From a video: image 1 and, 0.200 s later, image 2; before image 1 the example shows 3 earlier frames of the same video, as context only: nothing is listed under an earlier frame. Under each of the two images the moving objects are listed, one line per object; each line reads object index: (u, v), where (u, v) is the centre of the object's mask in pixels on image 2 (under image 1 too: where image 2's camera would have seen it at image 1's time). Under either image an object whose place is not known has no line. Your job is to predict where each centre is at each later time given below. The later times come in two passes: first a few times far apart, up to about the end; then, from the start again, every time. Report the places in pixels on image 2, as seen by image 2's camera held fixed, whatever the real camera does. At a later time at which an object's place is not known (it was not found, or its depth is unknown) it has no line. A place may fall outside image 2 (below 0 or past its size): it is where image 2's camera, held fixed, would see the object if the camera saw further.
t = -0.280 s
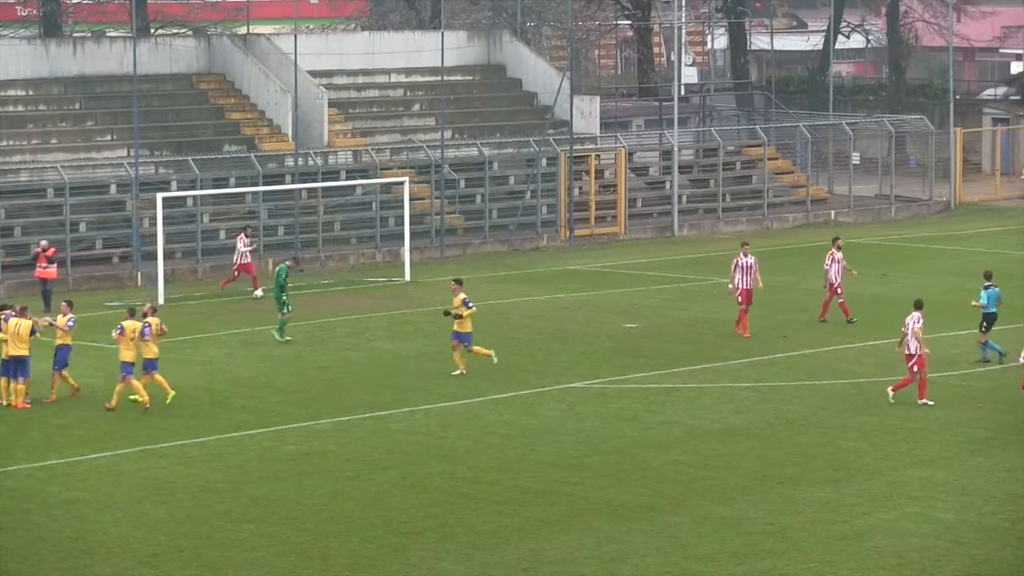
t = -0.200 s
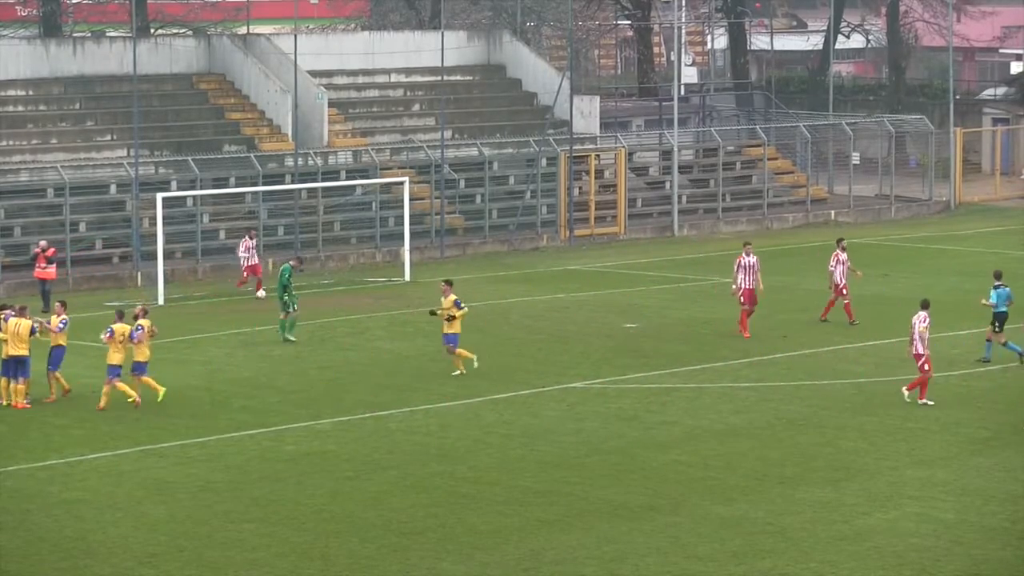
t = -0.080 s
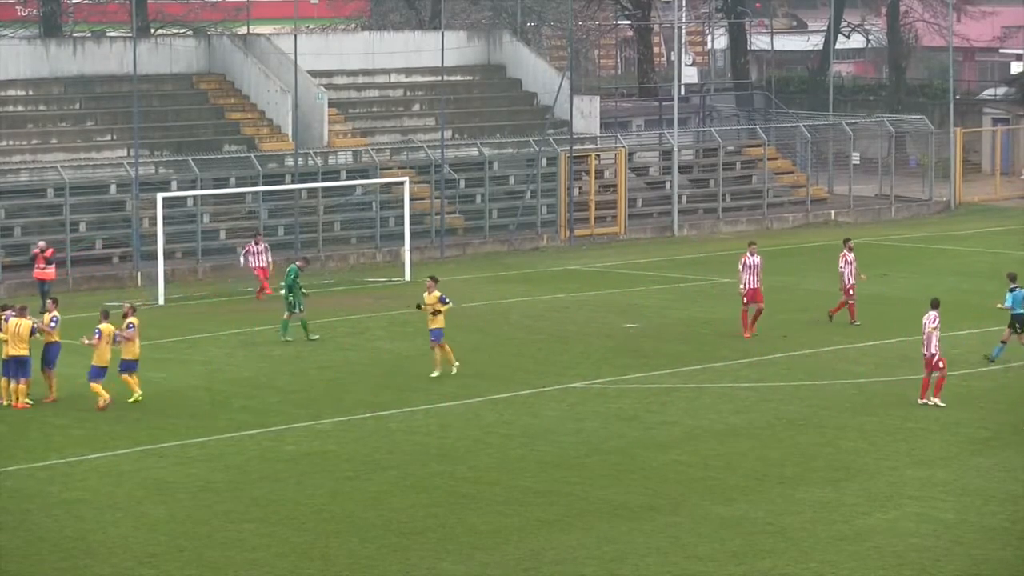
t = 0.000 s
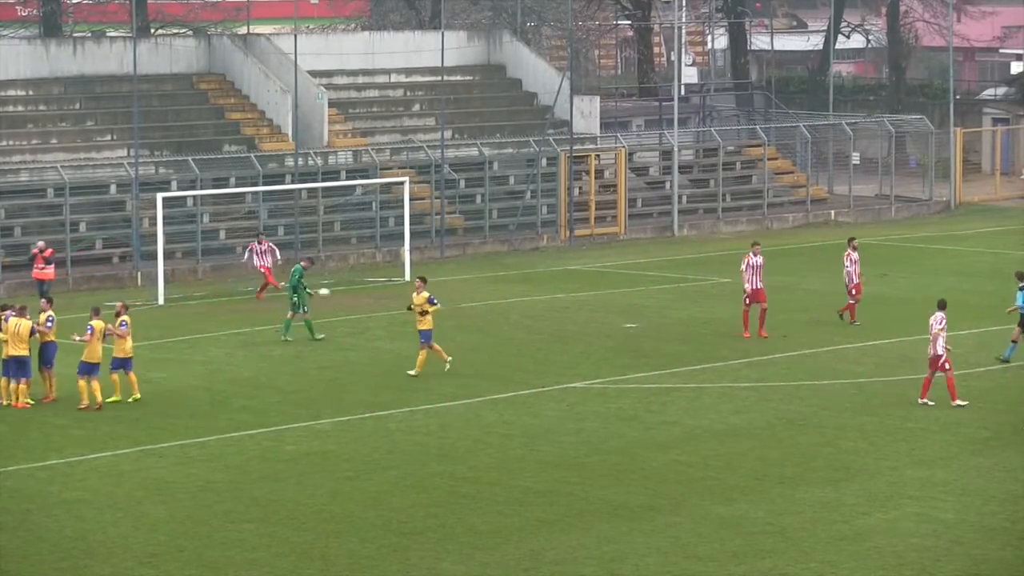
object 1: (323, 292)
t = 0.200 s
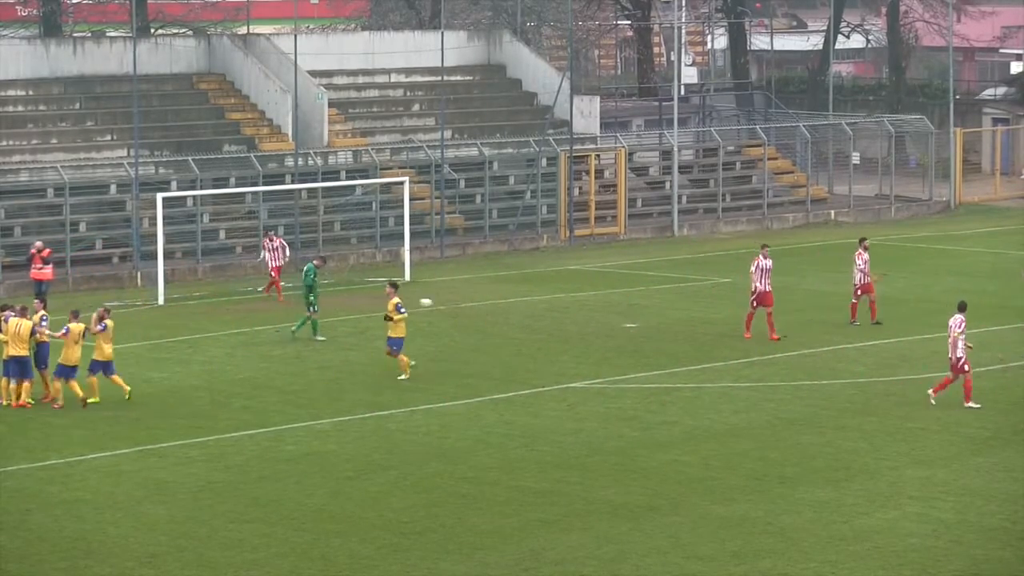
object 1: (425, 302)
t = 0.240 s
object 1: (447, 306)
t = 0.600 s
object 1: (627, 322)
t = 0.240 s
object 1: (447, 306)
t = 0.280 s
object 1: (467, 313)
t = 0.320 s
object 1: (488, 314)
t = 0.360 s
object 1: (507, 313)
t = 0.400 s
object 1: (527, 312)
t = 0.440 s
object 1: (547, 312)
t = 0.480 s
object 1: (567, 313)
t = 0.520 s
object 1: (586, 315)
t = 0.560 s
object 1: (607, 319)
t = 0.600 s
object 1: (627, 322)
